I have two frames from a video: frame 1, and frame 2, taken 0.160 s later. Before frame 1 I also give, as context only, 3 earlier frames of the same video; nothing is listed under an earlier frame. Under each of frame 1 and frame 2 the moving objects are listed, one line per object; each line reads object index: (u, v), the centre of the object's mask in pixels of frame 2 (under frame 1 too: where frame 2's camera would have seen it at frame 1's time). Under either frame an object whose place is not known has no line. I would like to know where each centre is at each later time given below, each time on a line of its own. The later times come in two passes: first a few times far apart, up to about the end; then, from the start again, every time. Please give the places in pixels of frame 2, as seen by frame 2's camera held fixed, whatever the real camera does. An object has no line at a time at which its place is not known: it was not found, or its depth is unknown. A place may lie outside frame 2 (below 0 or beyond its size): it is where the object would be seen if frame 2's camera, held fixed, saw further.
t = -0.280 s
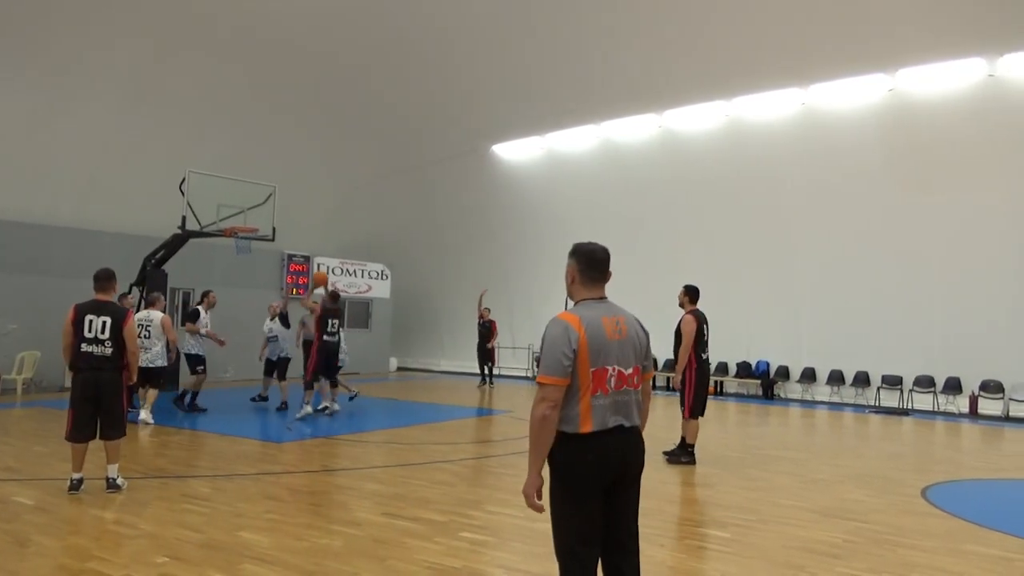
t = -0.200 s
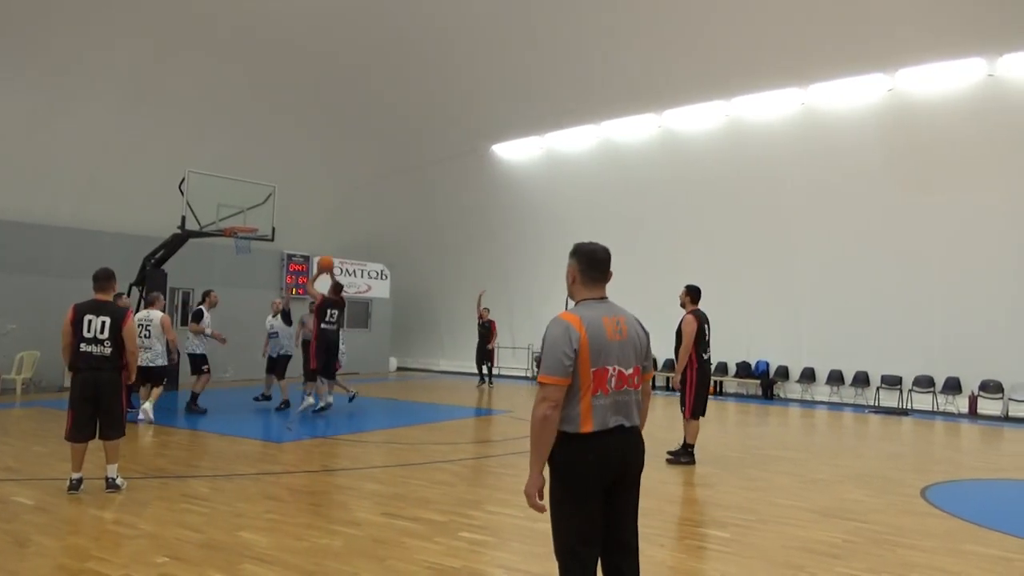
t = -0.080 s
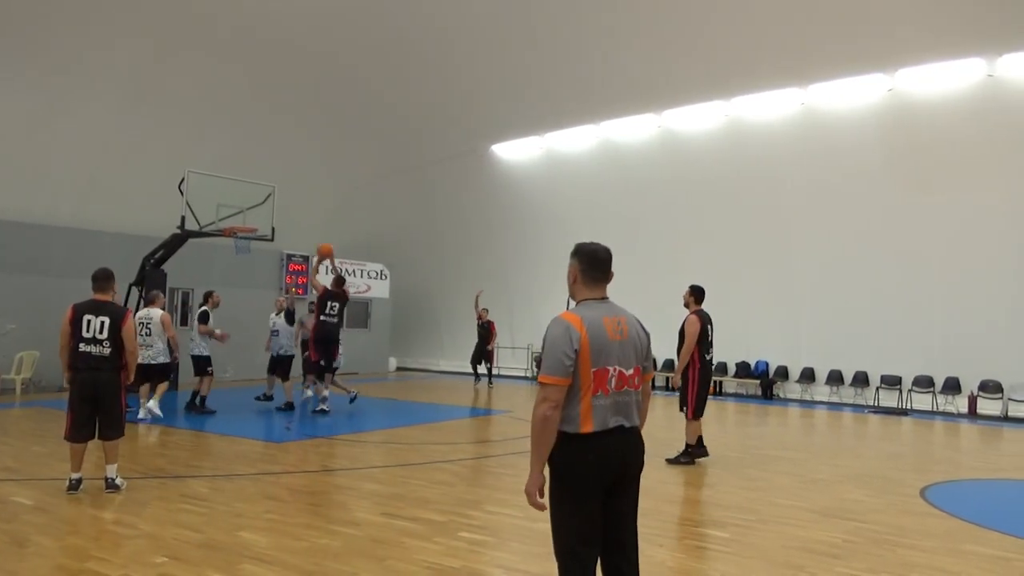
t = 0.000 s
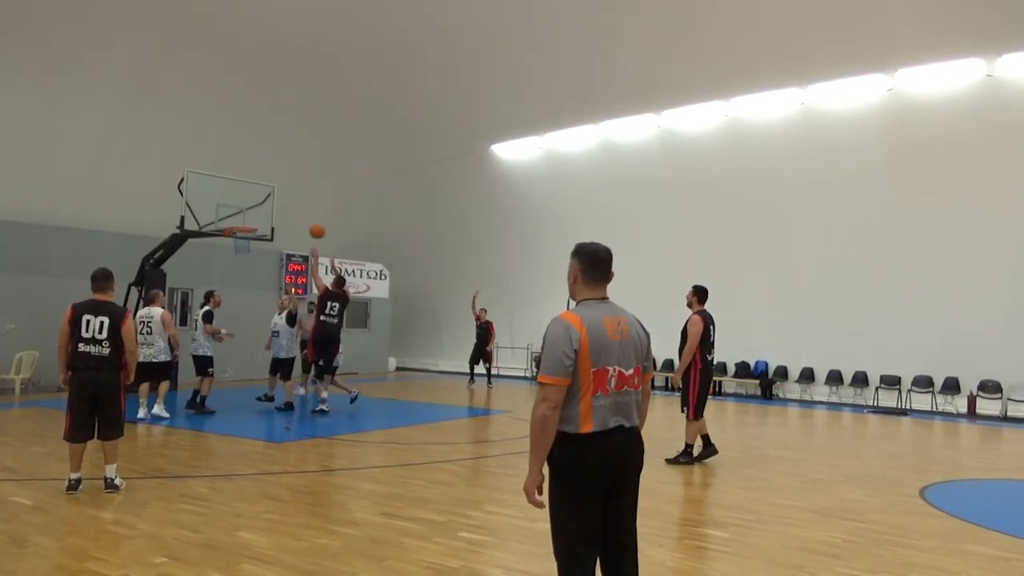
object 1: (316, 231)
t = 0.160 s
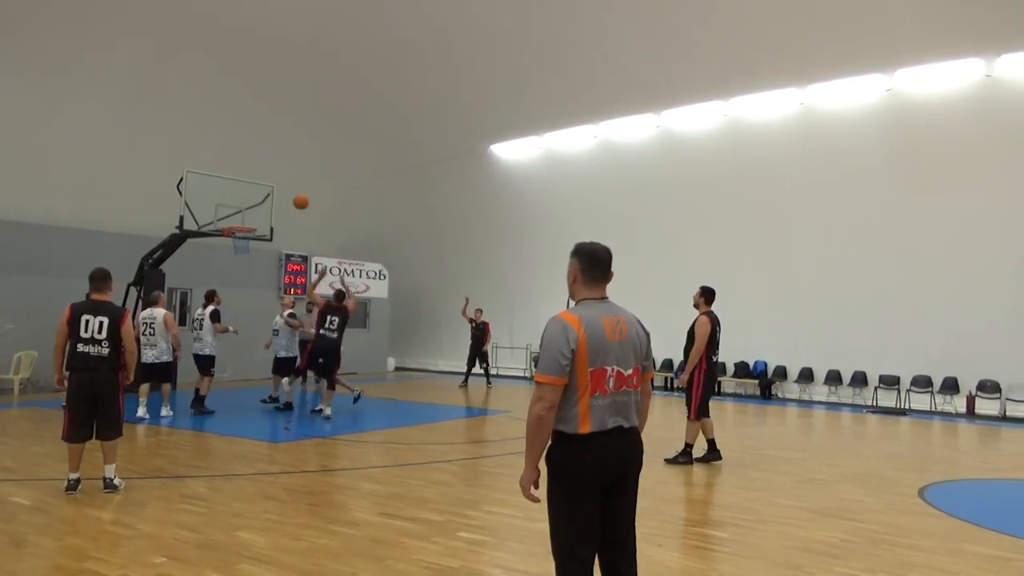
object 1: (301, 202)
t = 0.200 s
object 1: (297, 197)
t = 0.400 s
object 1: (278, 188)
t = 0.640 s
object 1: (256, 209)
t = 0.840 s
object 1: (238, 240)
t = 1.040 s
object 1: (232, 246)
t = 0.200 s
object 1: (297, 197)
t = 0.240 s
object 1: (293, 193)
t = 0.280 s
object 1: (289, 191)
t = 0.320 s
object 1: (285, 189)
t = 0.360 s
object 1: (282, 188)
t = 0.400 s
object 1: (278, 188)
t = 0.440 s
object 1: (274, 189)
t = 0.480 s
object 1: (271, 192)
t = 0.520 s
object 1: (266, 195)
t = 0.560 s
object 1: (263, 199)
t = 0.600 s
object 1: (259, 203)
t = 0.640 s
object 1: (256, 209)
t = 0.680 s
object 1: (252, 215)
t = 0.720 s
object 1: (249, 221)
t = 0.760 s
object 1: (248, 228)
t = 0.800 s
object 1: (246, 232)
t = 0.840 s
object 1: (238, 240)
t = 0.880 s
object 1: (236, 242)
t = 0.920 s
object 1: (235, 242)
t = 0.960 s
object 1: (234, 243)
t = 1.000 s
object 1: (233, 244)
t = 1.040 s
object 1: (232, 246)
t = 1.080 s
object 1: (230, 252)
